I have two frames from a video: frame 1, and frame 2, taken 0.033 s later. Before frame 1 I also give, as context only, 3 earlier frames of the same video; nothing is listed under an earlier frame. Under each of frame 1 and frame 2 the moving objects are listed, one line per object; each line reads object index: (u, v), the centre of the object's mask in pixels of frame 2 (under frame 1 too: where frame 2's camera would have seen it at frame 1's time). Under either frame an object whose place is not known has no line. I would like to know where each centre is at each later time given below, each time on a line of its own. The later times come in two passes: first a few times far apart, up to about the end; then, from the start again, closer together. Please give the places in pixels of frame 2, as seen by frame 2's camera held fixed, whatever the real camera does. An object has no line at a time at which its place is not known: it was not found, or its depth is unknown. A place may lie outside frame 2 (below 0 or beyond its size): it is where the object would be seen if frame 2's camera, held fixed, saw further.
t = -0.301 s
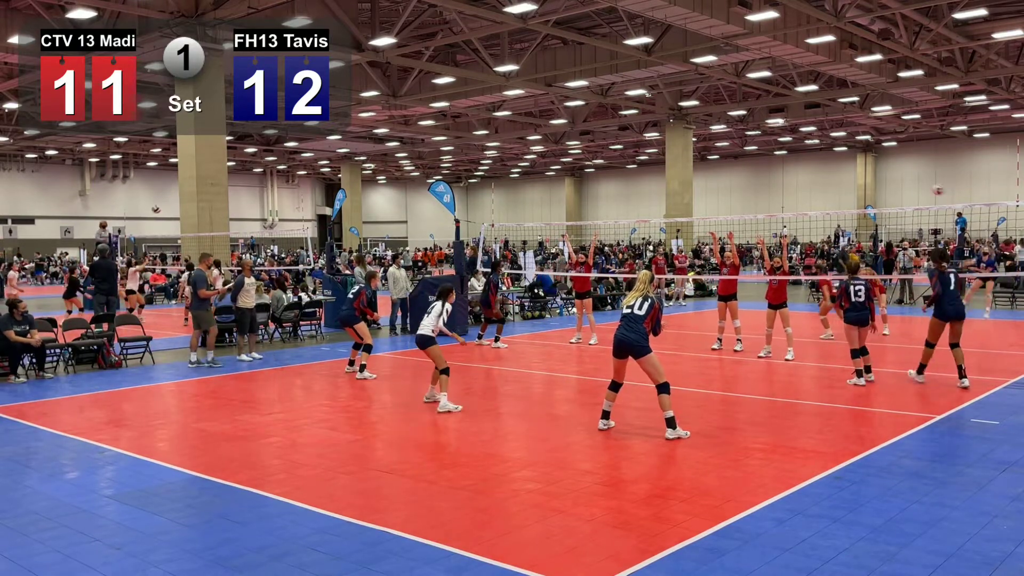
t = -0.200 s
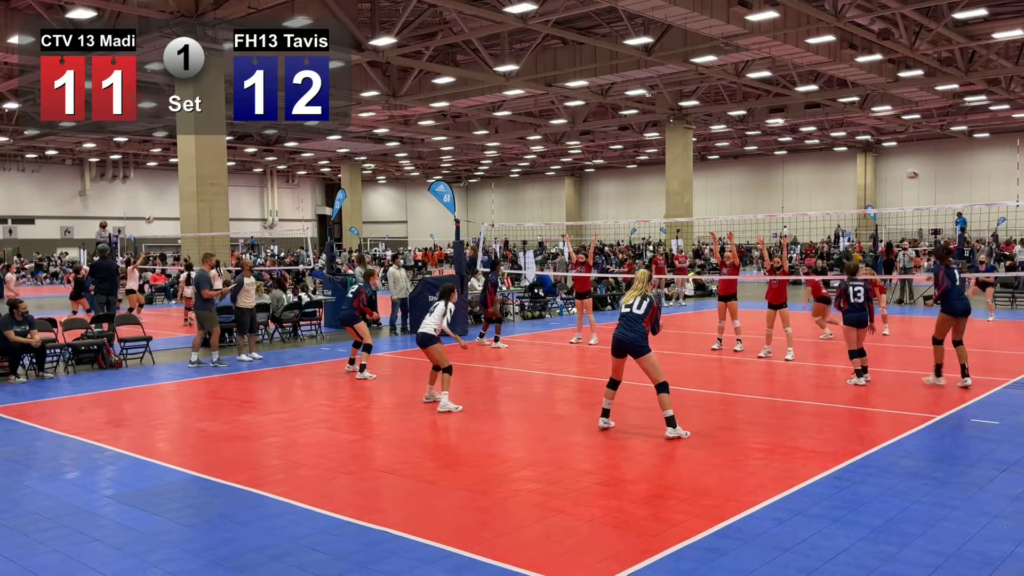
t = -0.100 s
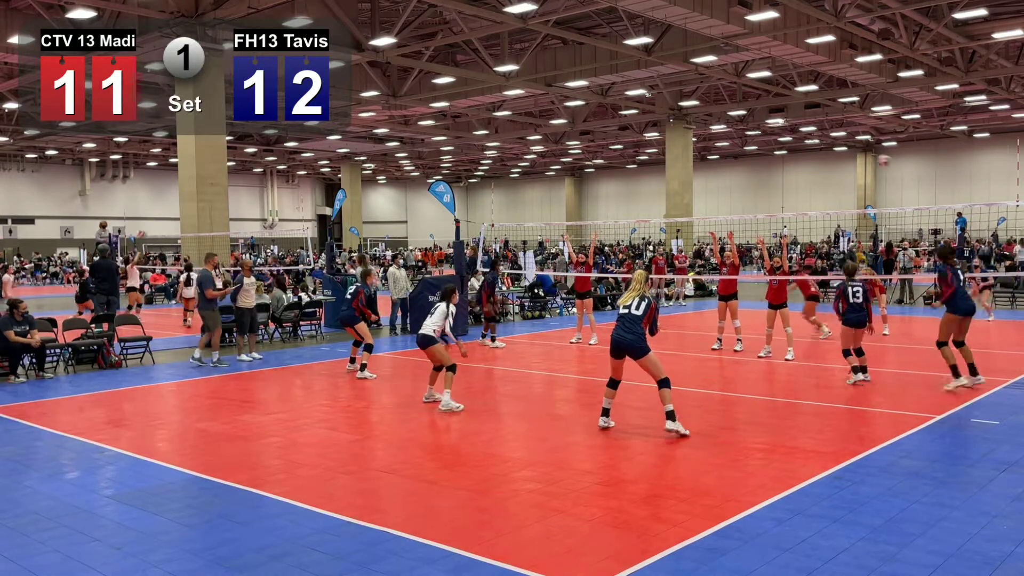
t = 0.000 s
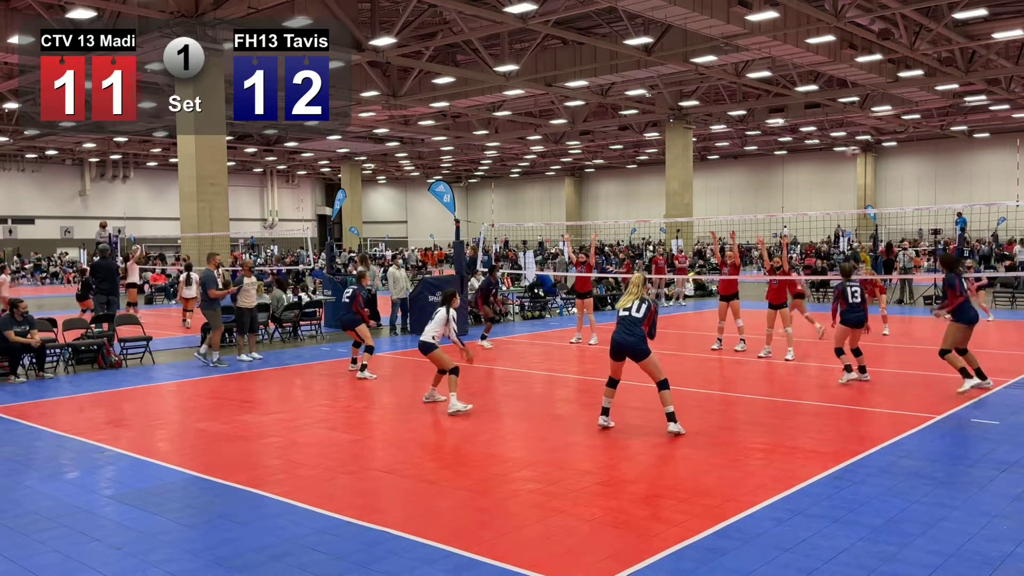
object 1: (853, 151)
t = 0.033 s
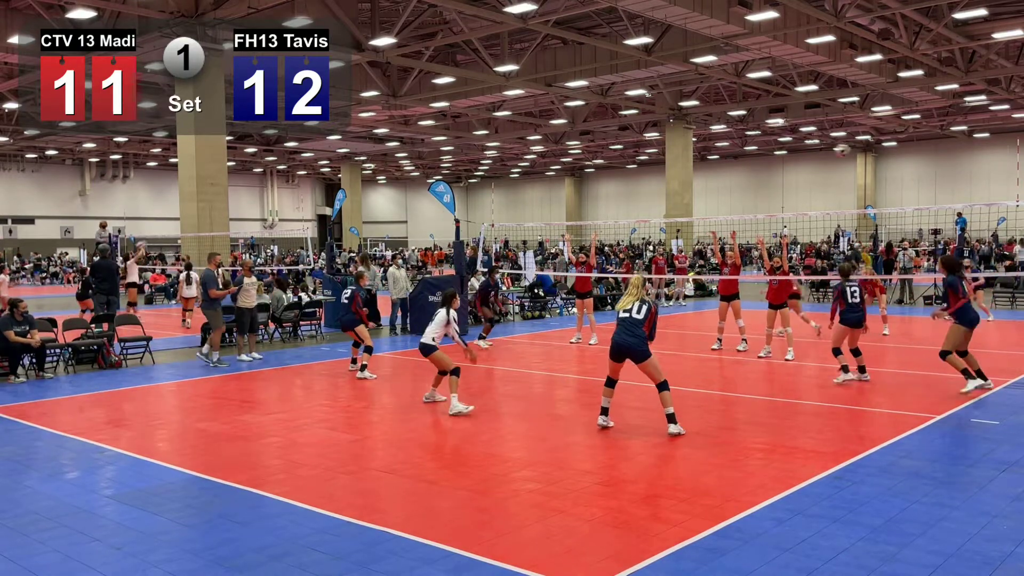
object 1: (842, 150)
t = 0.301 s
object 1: (742, 159)
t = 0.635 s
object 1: (560, 262)
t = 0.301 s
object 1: (742, 159)
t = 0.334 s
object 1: (727, 163)
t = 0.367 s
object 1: (711, 170)
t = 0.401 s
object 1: (696, 177)
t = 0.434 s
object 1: (680, 185)
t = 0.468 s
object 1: (662, 194)
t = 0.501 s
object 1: (643, 205)
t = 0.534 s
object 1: (625, 219)
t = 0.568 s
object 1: (605, 231)
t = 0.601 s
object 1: (582, 244)
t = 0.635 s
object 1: (560, 262)
